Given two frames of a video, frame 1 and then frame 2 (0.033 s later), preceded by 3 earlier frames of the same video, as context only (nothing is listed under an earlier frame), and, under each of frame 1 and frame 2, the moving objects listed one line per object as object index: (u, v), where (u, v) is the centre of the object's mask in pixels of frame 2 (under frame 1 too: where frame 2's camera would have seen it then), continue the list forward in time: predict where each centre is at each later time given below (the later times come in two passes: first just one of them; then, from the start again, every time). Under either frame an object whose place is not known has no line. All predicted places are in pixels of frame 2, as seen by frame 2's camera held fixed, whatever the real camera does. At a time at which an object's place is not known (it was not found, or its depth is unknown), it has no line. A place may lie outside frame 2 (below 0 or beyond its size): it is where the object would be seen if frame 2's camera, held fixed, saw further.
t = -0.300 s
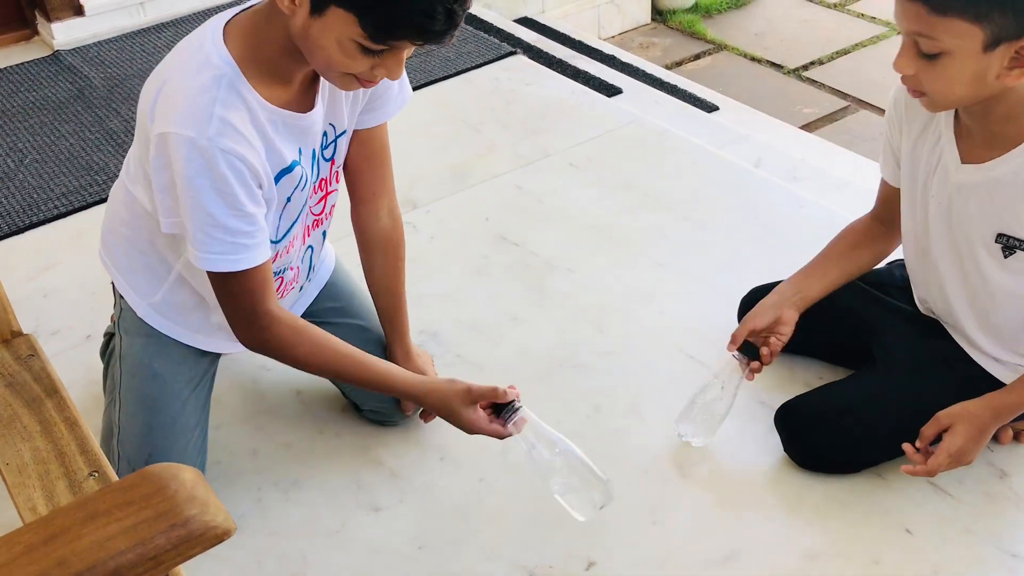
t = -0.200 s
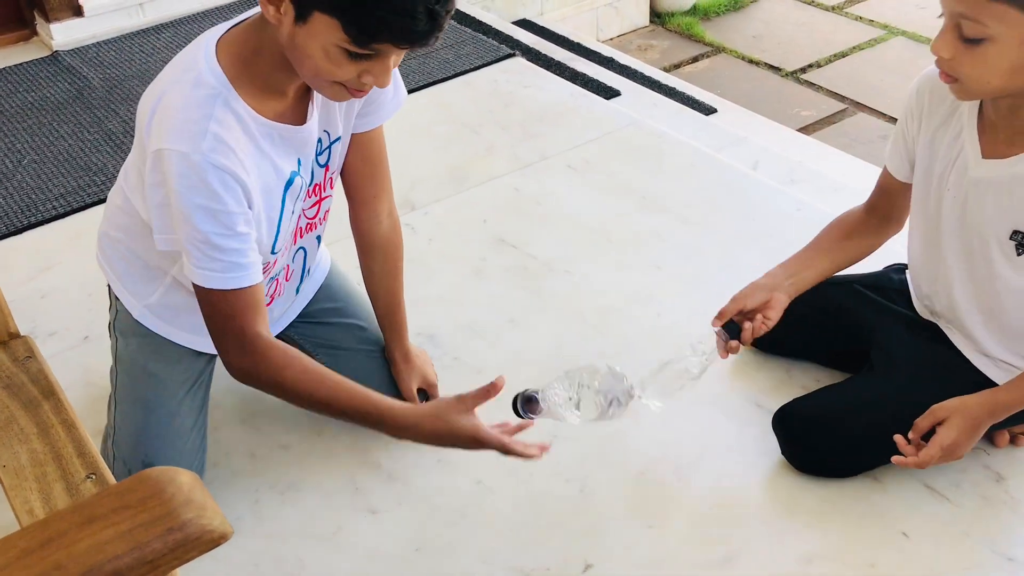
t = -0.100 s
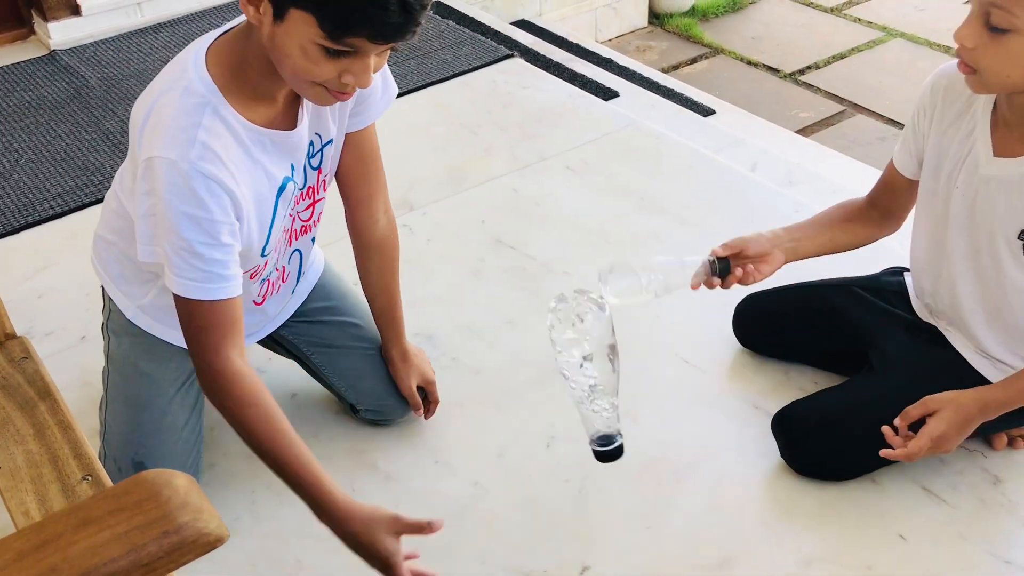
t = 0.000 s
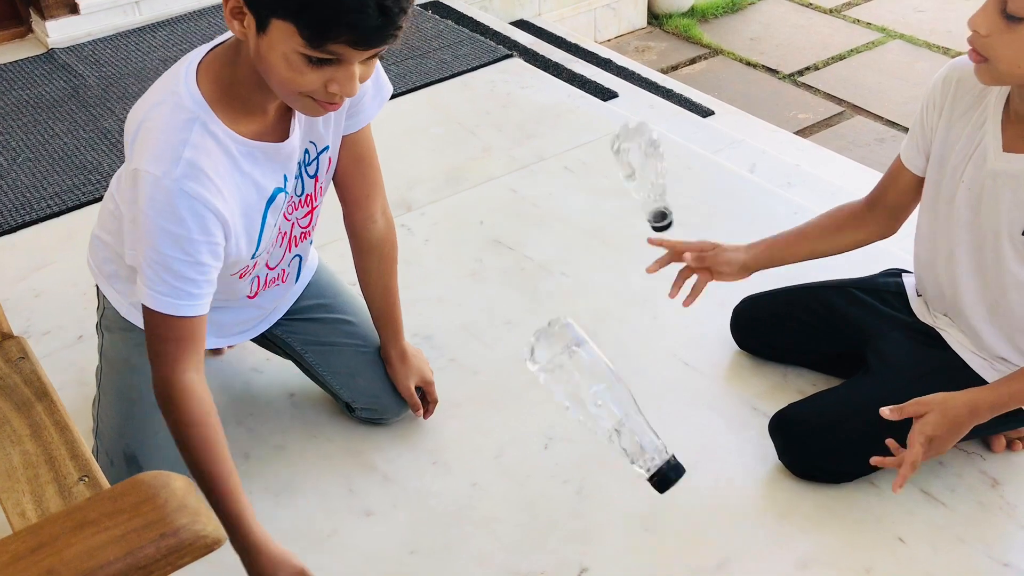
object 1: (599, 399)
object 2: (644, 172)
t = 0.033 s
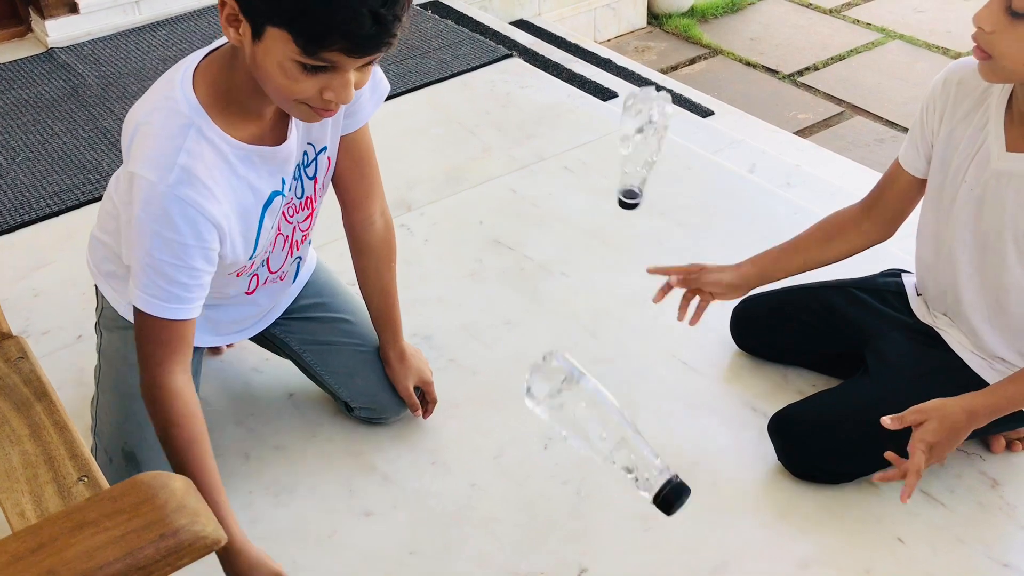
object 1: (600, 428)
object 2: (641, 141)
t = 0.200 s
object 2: (636, 101)
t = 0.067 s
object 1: (600, 467)
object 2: (639, 118)
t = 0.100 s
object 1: (600, 511)
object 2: (638, 102)
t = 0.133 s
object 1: (576, 549)
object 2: (635, 95)
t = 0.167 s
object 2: (635, 93)
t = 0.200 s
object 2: (636, 101)
